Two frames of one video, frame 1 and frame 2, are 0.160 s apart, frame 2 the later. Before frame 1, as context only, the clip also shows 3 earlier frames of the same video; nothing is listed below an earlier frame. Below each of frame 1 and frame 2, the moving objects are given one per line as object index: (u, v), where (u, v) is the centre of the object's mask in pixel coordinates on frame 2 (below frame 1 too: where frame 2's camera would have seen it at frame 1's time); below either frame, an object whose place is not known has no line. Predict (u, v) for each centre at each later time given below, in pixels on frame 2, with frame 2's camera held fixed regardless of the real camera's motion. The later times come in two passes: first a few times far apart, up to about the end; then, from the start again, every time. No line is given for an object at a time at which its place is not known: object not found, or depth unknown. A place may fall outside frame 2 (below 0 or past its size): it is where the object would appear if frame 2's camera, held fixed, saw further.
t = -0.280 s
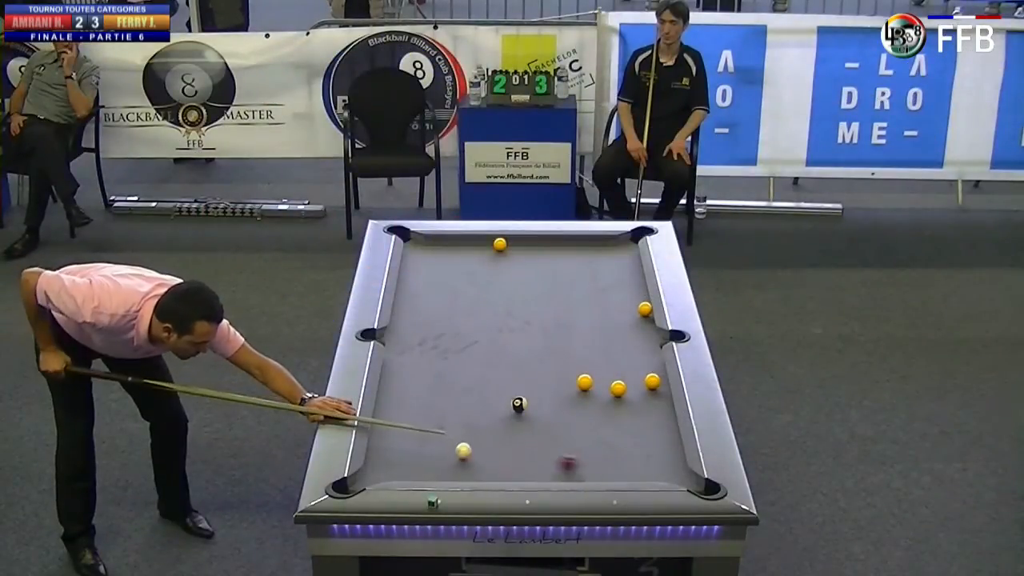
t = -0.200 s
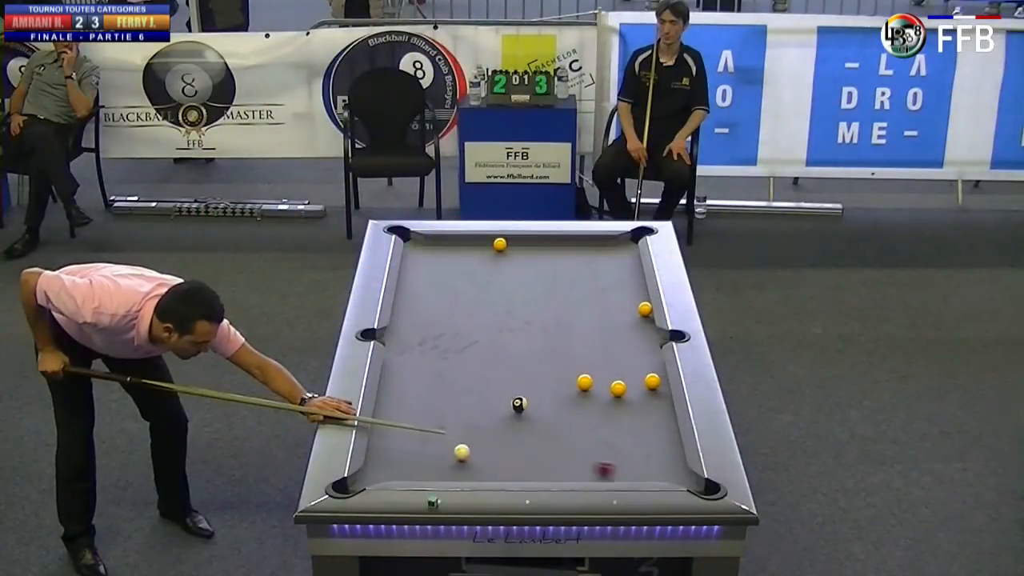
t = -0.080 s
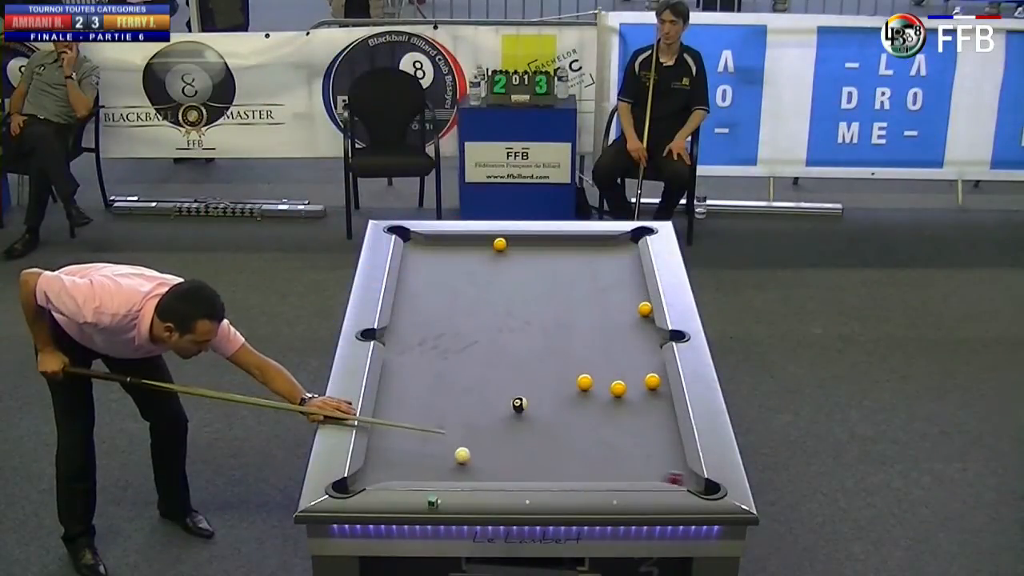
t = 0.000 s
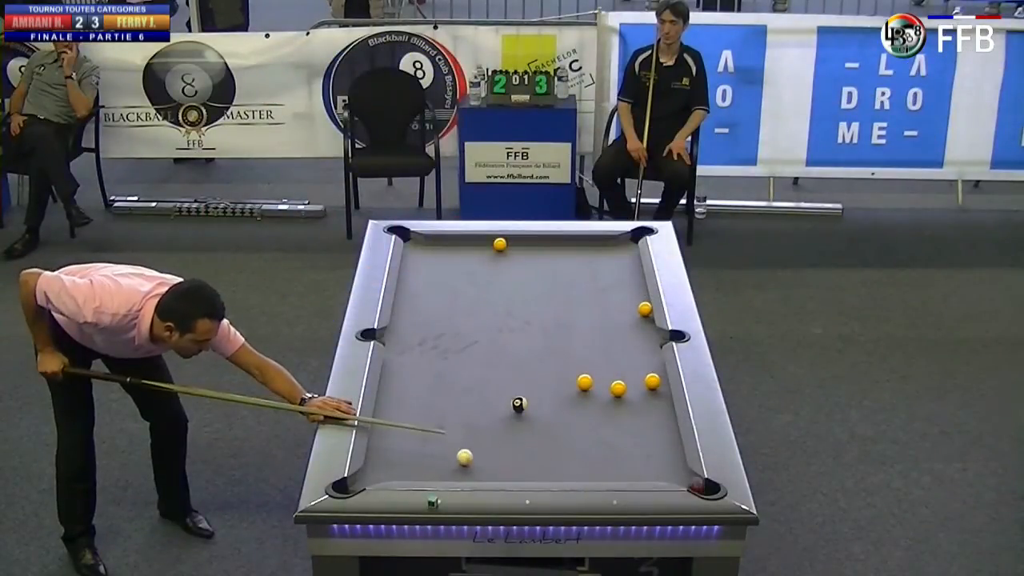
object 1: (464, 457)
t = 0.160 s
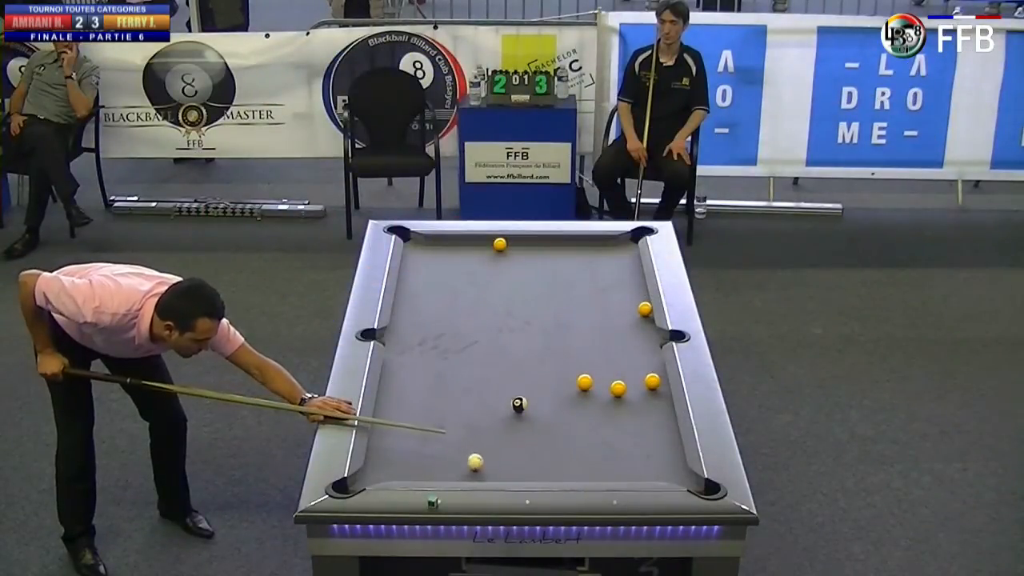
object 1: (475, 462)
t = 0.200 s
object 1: (478, 464)
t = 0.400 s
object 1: (493, 469)
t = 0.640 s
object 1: (515, 475)
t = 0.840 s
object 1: (532, 478)
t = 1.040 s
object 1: (546, 475)
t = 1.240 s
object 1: (556, 474)
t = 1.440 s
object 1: (568, 471)
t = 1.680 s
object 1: (582, 467)
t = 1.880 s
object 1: (593, 464)
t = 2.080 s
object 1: (602, 462)
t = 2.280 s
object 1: (612, 459)
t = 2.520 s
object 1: (624, 457)
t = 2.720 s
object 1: (632, 455)
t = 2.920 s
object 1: (640, 453)
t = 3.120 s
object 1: (649, 451)
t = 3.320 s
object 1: (656, 449)
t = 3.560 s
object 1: (664, 447)
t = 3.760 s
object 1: (671, 446)
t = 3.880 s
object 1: (674, 445)
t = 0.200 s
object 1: (478, 464)
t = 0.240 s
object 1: (481, 464)
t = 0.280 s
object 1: (484, 466)
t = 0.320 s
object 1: (487, 467)
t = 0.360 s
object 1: (490, 468)
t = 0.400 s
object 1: (493, 469)
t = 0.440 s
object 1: (497, 470)
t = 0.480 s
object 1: (502, 473)
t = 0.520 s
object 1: (505, 473)
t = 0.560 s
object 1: (509, 474)
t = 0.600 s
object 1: (512, 475)
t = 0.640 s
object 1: (515, 475)
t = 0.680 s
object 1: (518, 476)
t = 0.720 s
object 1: (521, 477)
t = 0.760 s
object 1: (527, 479)
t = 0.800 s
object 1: (529, 478)
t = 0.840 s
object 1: (532, 478)
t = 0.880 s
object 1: (534, 477)
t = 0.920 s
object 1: (537, 477)
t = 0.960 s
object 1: (539, 477)
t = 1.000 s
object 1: (541, 476)
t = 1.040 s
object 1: (546, 475)
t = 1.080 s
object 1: (548, 475)
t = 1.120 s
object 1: (550, 475)
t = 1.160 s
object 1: (552, 474)
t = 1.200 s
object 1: (554, 474)
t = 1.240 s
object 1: (556, 474)
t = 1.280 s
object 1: (558, 473)
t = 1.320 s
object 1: (562, 473)
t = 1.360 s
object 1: (564, 472)
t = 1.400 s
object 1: (566, 472)
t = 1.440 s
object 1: (568, 471)
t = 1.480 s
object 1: (571, 471)
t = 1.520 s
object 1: (572, 470)
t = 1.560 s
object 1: (575, 469)
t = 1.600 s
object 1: (579, 468)
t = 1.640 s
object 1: (580, 468)
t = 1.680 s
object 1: (582, 467)
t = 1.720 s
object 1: (584, 467)
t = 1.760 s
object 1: (586, 466)
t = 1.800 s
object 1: (588, 466)
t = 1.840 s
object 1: (590, 465)
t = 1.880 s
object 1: (593, 464)
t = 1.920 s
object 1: (595, 464)
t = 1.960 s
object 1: (597, 463)
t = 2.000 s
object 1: (599, 463)
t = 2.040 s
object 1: (601, 462)
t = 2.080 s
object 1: (602, 462)
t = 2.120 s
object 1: (604, 462)
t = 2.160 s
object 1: (607, 460)
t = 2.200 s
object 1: (609, 460)
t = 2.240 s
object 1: (611, 460)
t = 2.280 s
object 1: (612, 459)
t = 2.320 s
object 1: (614, 459)
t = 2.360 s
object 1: (616, 459)
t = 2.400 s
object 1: (618, 458)
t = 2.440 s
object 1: (619, 458)
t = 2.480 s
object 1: (622, 457)
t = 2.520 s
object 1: (624, 457)
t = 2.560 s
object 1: (626, 456)
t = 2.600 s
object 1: (627, 456)
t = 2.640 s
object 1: (629, 456)
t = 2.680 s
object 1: (631, 455)
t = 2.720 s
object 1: (632, 455)
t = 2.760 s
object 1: (635, 454)
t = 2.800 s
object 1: (636, 454)
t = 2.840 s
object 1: (638, 453)
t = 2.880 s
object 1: (639, 453)
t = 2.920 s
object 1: (640, 453)
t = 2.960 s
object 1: (642, 452)
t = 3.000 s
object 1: (643, 452)
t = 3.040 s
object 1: (646, 451)
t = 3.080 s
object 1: (647, 451)
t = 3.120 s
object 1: (649, 451)
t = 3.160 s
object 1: (650, 450)
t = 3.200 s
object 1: (651, 450)
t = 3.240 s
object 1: (653, 450)
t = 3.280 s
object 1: (654, 450)
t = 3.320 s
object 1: (656, 449)
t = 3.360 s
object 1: (658, 448)
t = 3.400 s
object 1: (659, 448)
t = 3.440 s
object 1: (660, 448)
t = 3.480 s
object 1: (661, 448)
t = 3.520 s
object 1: (663, 447)
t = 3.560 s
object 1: (664, 447)
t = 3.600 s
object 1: (666, 447)
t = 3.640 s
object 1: (667, 446)
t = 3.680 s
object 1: (669, 446)
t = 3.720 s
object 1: (670, 446)
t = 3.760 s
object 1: (671, 446)
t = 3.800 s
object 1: (672, 445)
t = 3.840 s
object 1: (673, 445)
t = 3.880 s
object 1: (674, 445)
